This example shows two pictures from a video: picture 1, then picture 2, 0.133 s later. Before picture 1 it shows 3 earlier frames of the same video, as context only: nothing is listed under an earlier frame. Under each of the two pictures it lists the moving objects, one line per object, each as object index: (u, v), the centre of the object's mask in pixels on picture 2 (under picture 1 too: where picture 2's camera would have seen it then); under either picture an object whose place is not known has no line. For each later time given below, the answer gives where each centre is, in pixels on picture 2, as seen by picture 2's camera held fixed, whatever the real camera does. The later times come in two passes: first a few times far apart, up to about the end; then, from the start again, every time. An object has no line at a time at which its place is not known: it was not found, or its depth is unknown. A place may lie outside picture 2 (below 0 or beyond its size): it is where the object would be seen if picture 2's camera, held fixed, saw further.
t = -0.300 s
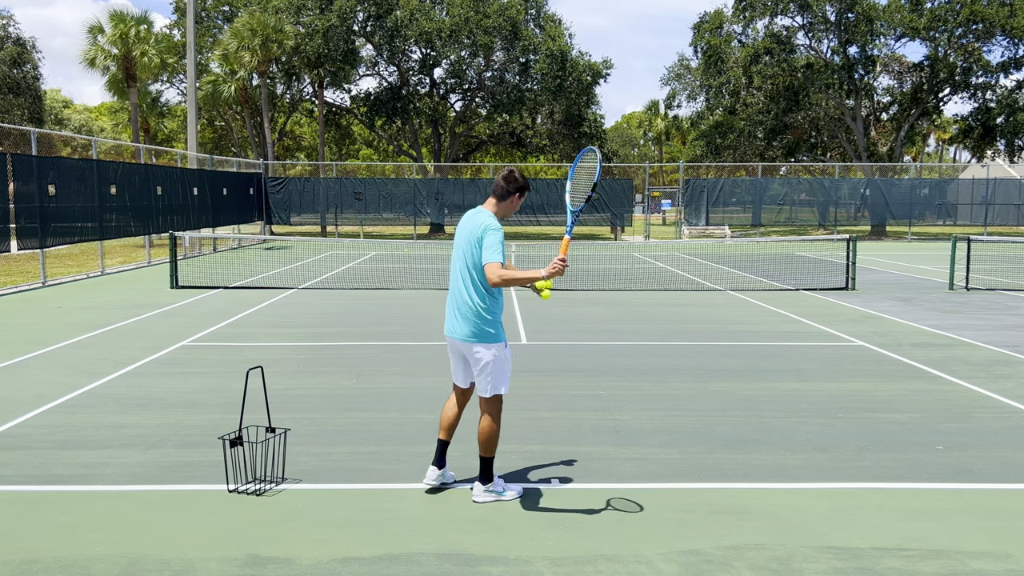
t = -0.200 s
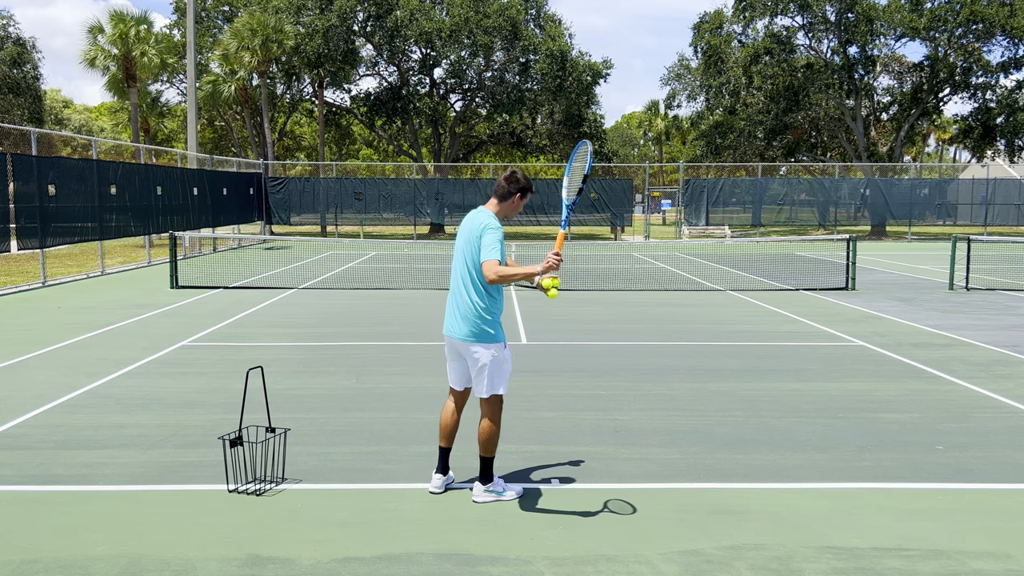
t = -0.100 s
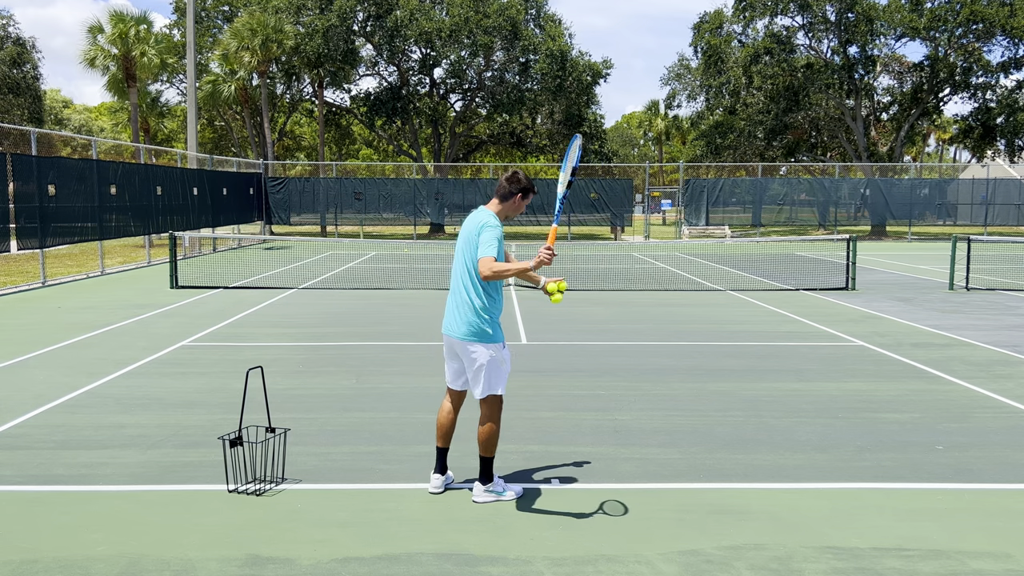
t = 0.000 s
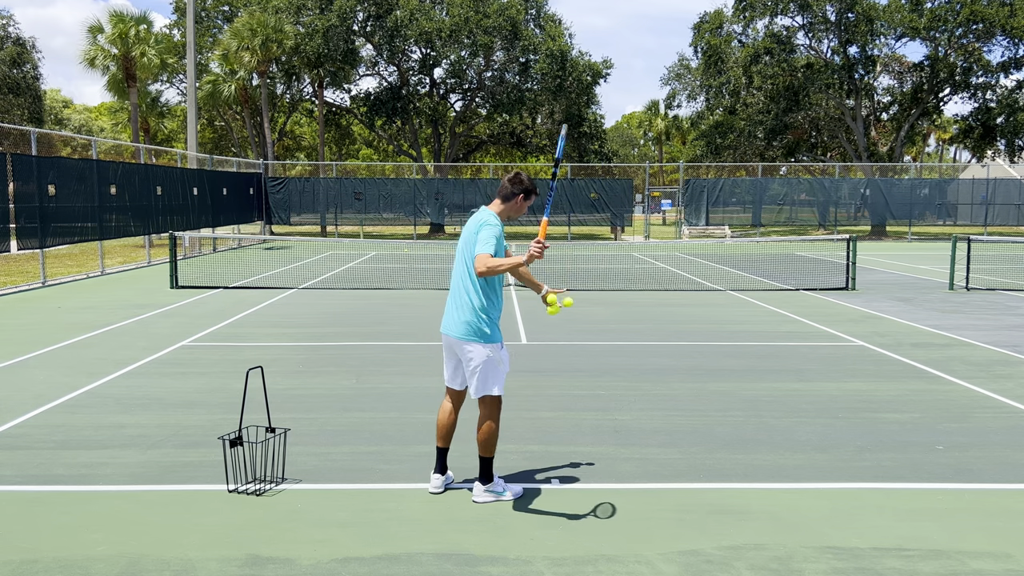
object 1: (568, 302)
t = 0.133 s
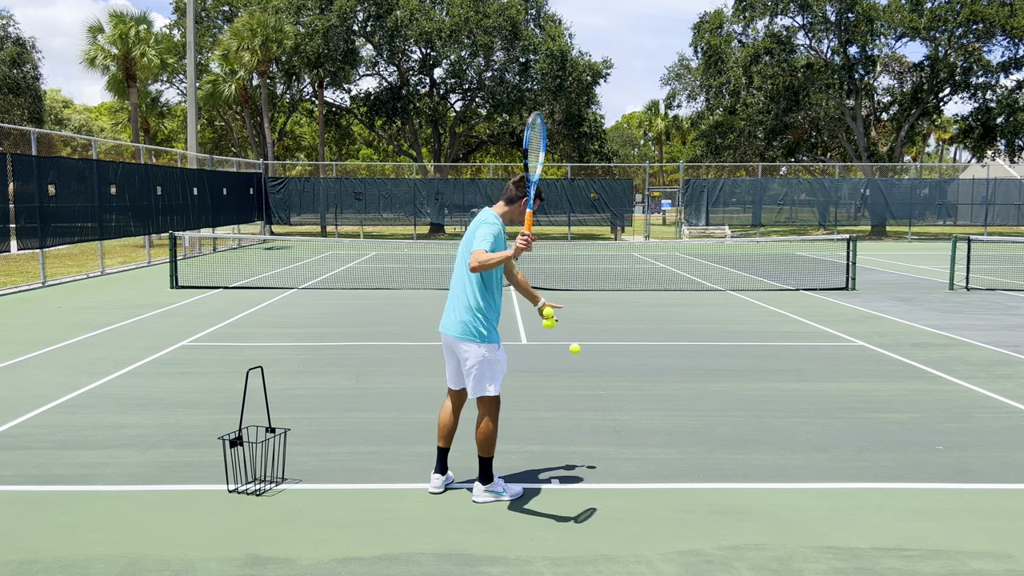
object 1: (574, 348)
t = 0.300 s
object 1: (583, 444)
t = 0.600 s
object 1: (593, 366)
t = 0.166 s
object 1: (576, 364)
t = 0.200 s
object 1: (578, 381)
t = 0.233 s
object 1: (580, 400)
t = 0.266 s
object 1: (581, 421)
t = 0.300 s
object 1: (583, 444)
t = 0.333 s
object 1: (585, 468)
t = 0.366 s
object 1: (586, 453)
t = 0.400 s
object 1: (587, 436)
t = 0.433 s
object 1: (588, 420)
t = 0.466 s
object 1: (589, 406)
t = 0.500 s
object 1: (590, 393)
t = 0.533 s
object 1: (591, 382)
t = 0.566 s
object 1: (592, 373)
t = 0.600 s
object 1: (593, 366)
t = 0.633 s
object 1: (594, 360)
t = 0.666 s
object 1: (595, 356)
